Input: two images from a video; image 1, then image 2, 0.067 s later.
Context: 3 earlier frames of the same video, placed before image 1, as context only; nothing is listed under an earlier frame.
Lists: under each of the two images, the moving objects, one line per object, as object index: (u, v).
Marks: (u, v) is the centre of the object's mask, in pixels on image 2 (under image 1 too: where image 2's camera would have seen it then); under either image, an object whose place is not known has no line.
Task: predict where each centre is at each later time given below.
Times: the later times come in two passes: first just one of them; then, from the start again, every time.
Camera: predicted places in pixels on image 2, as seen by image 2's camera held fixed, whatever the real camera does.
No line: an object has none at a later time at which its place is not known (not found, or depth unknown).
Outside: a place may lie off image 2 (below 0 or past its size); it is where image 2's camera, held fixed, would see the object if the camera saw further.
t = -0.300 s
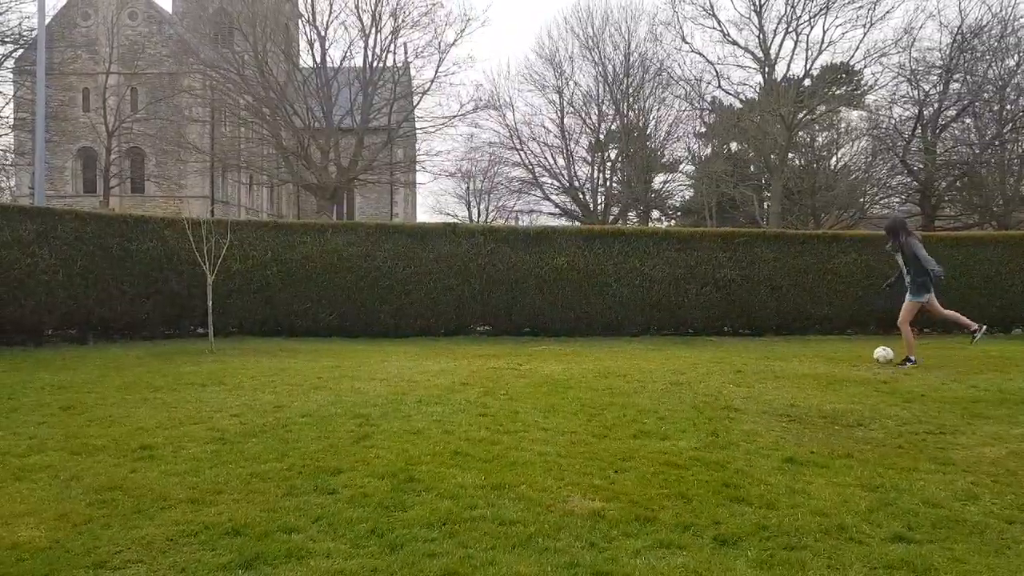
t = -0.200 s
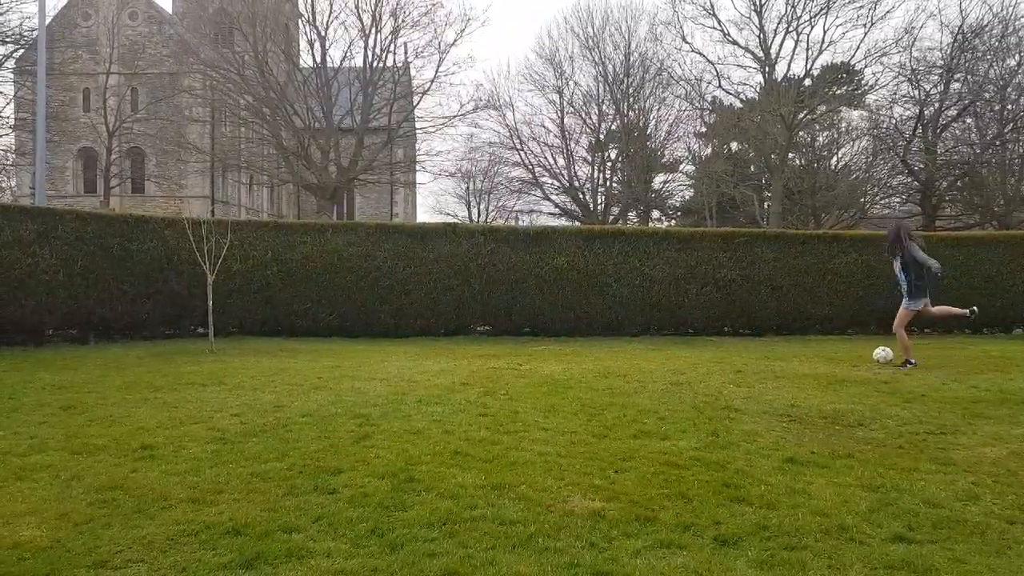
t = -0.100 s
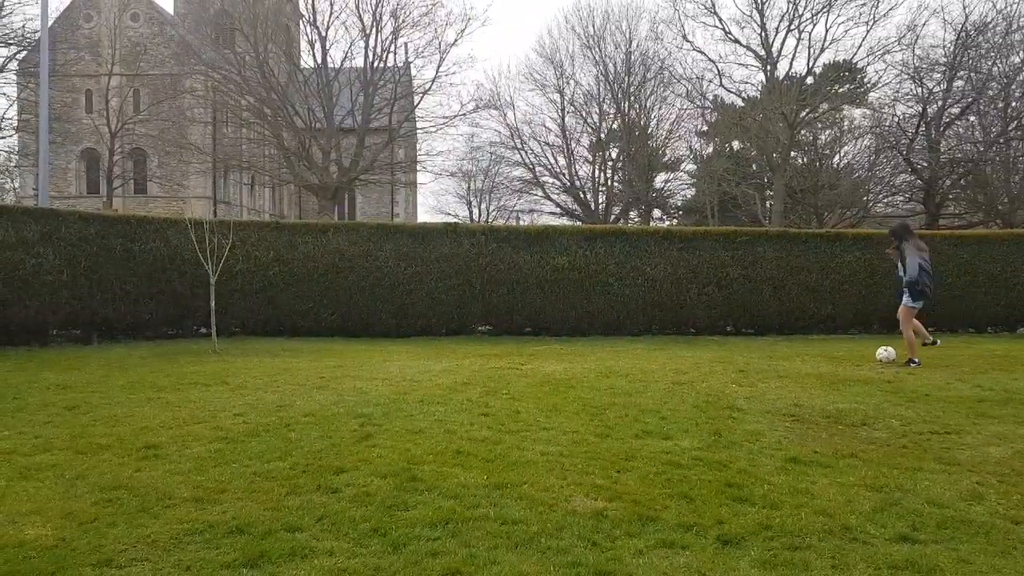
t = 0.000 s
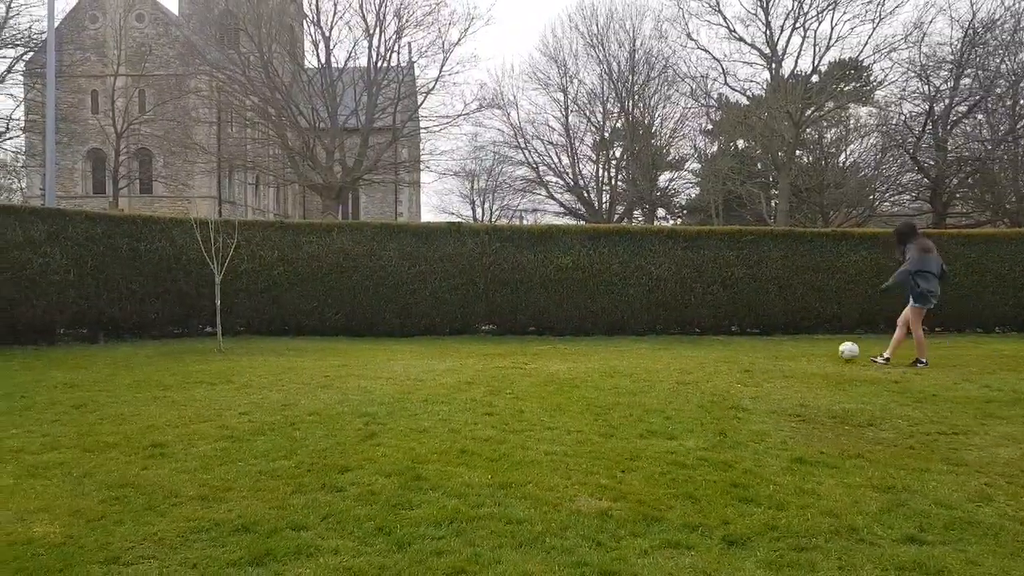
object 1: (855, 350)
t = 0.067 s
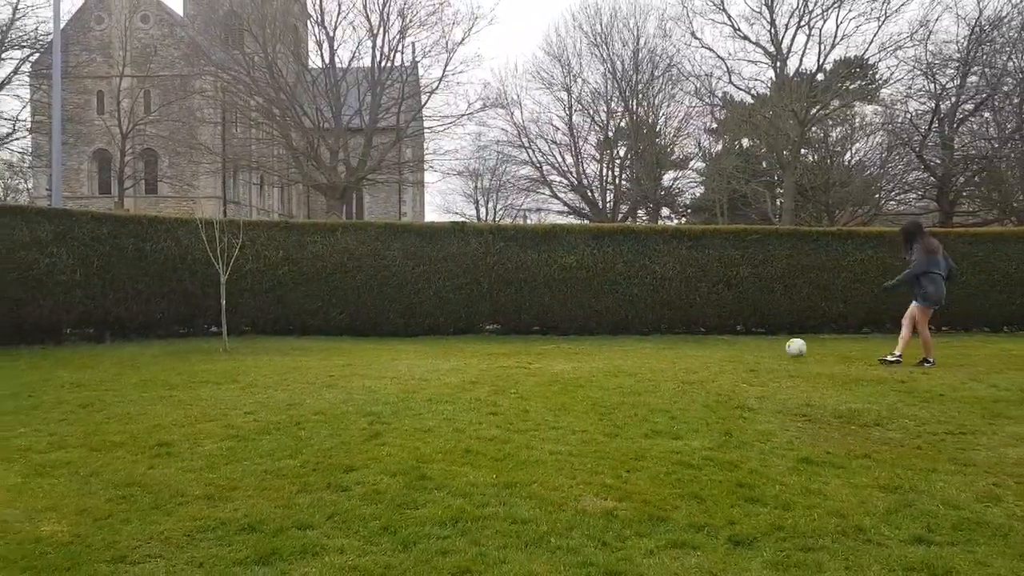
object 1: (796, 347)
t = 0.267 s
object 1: (617, 354)
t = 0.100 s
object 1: (767, 346)
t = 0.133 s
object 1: (737, 347)
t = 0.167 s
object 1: (707, 349)
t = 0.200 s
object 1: (676, 351)
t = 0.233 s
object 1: (644, 355)
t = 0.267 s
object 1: (617, 354)
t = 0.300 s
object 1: (592, 350)
